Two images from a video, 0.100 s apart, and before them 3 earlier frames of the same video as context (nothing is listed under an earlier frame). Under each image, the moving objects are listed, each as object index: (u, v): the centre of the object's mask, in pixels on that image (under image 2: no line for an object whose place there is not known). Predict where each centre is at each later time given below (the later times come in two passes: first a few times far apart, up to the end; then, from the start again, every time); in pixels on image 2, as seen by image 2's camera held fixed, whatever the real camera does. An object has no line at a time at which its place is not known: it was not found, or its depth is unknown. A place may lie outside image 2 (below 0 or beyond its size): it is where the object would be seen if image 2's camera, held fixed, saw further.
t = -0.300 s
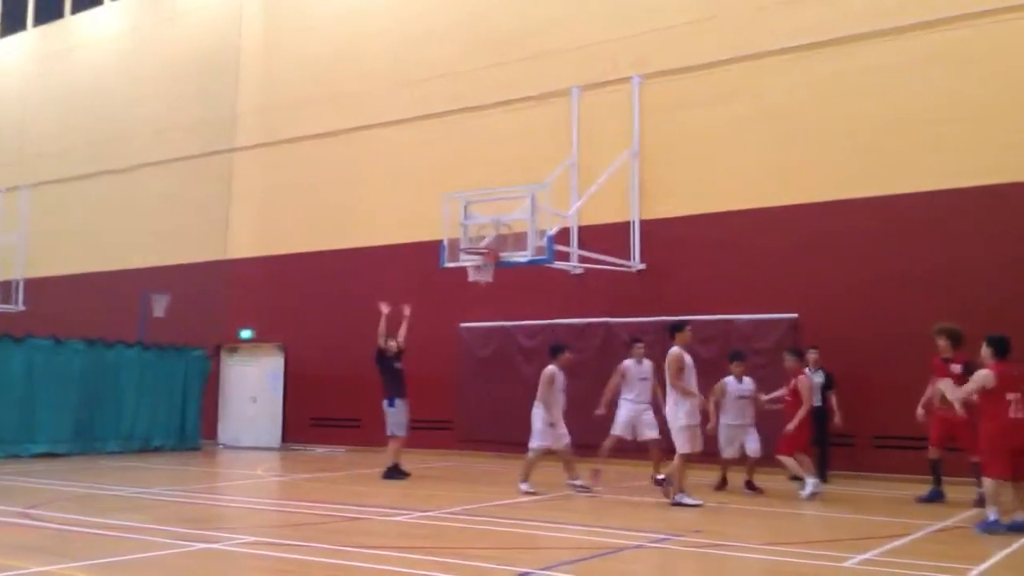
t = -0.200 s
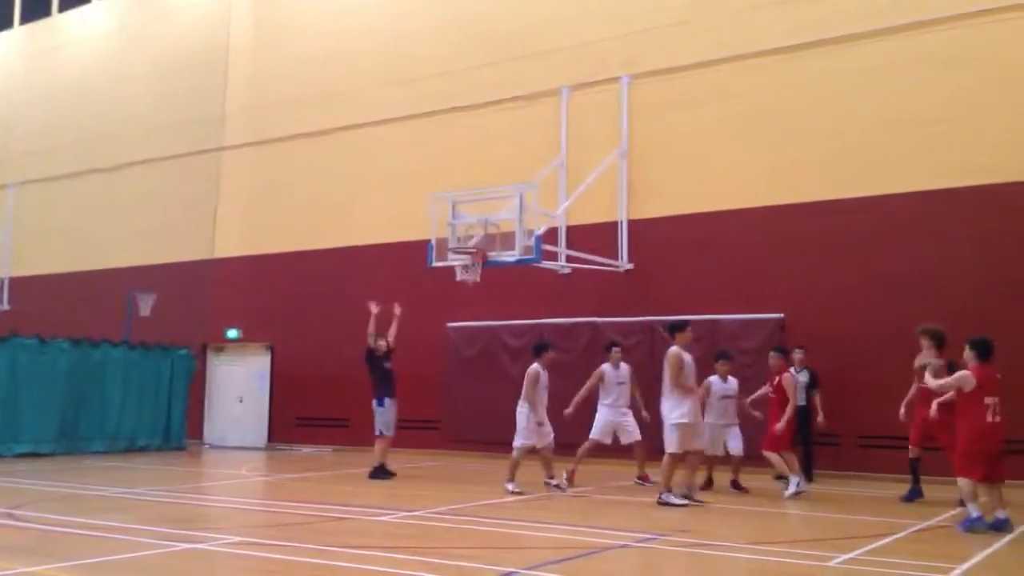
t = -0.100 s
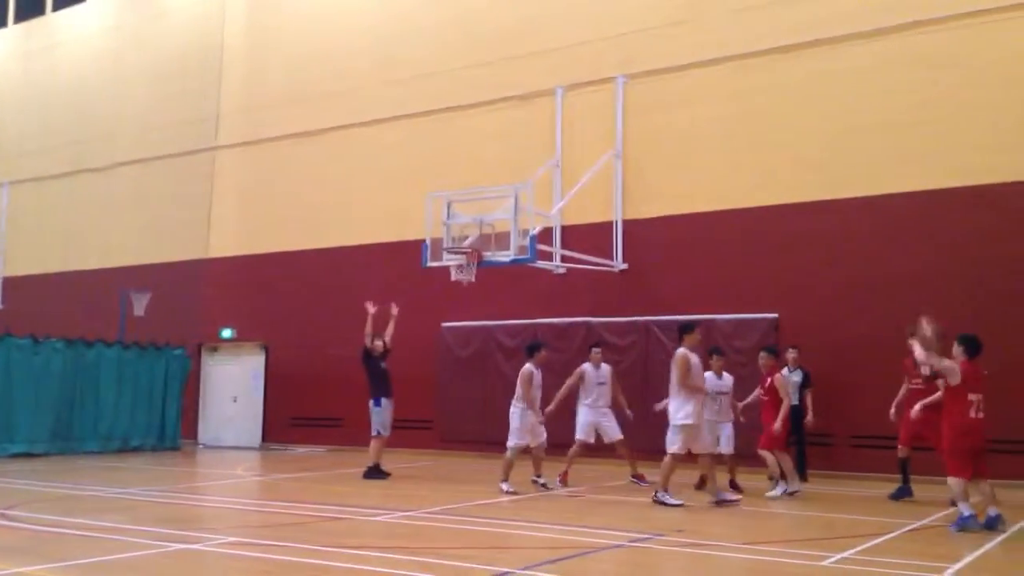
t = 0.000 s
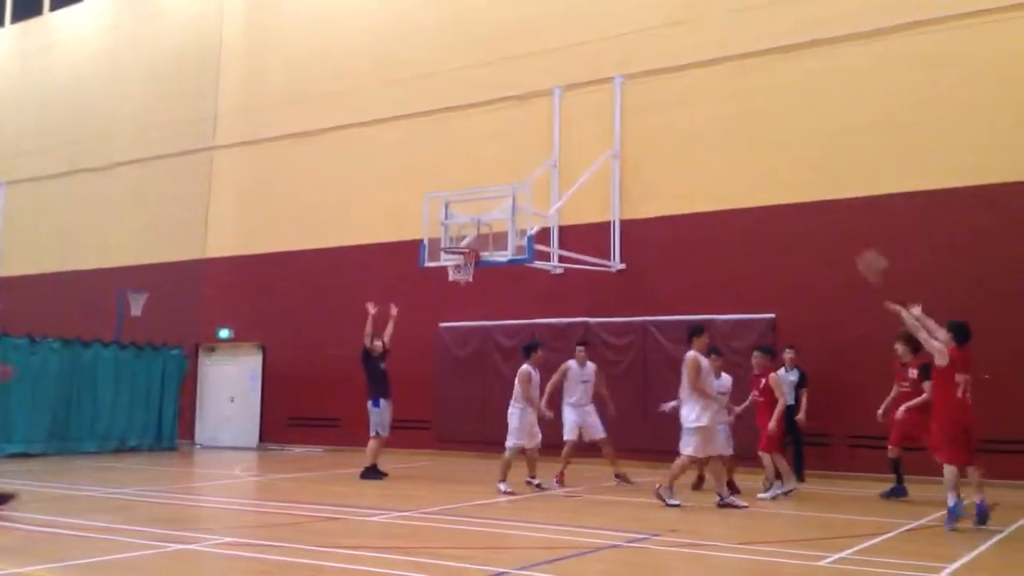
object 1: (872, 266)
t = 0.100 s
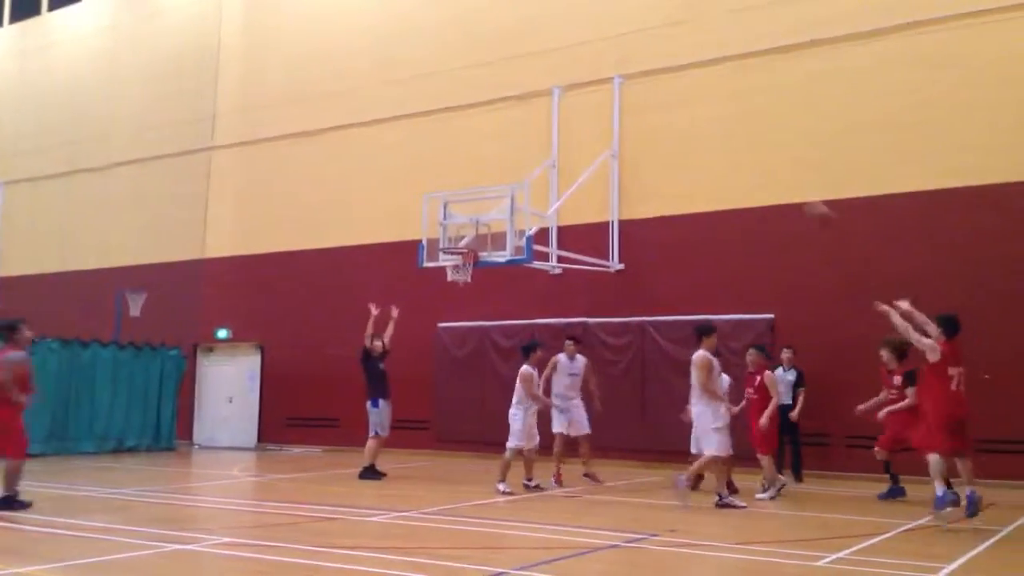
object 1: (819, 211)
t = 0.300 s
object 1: (724, 149)
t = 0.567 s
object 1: (622, 127)
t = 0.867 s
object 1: (530, 169)
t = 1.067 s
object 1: (479, 227)
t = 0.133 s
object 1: (798, 196)
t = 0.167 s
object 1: (784, 187)
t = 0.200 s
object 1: (769, 175)
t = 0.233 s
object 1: (752, 165)
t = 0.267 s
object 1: (737, 156)
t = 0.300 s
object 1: (724, 149)
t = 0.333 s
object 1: (710, 142)
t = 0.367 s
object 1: (696, 138)
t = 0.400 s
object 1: (682, 133)
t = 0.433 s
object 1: (669, 131)
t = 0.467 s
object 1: (657, 128)
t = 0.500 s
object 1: (645, 127)
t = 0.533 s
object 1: (634, 127)
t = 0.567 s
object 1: (622, 127)
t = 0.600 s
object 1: (611, 129)
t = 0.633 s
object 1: (601, 131)
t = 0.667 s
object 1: (589, 135)
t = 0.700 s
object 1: (580, 139)
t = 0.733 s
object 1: (569, 144)
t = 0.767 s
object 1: (559, 149)
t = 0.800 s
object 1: (549, 155)
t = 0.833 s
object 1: (540, 162)
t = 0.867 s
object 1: (530, 169)
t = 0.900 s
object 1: (521, 177)
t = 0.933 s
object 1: (513, 186)
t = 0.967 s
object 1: (503, 195)
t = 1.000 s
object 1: (494, 205)
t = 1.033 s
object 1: (486, 216)
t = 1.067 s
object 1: (479, 227)
